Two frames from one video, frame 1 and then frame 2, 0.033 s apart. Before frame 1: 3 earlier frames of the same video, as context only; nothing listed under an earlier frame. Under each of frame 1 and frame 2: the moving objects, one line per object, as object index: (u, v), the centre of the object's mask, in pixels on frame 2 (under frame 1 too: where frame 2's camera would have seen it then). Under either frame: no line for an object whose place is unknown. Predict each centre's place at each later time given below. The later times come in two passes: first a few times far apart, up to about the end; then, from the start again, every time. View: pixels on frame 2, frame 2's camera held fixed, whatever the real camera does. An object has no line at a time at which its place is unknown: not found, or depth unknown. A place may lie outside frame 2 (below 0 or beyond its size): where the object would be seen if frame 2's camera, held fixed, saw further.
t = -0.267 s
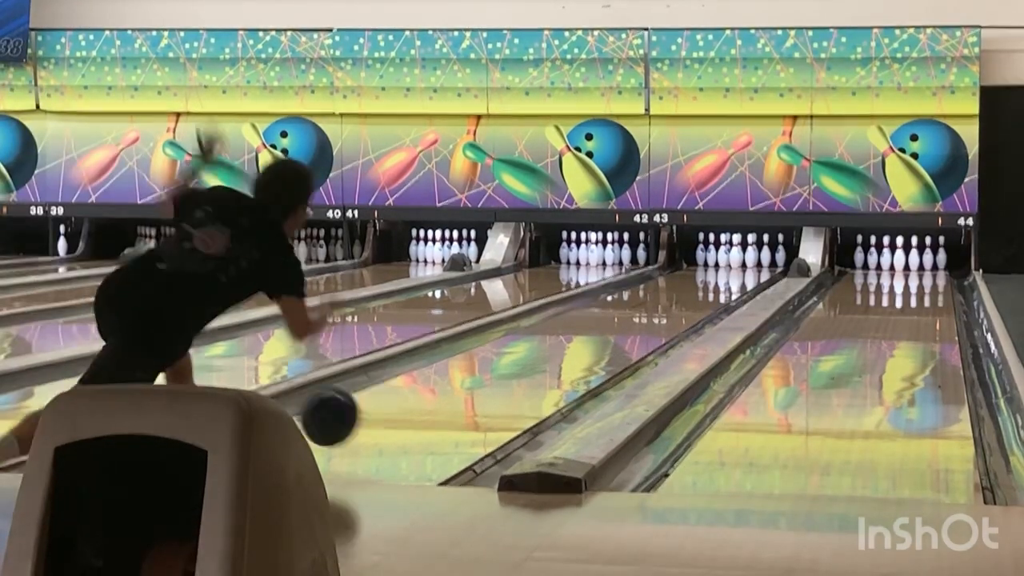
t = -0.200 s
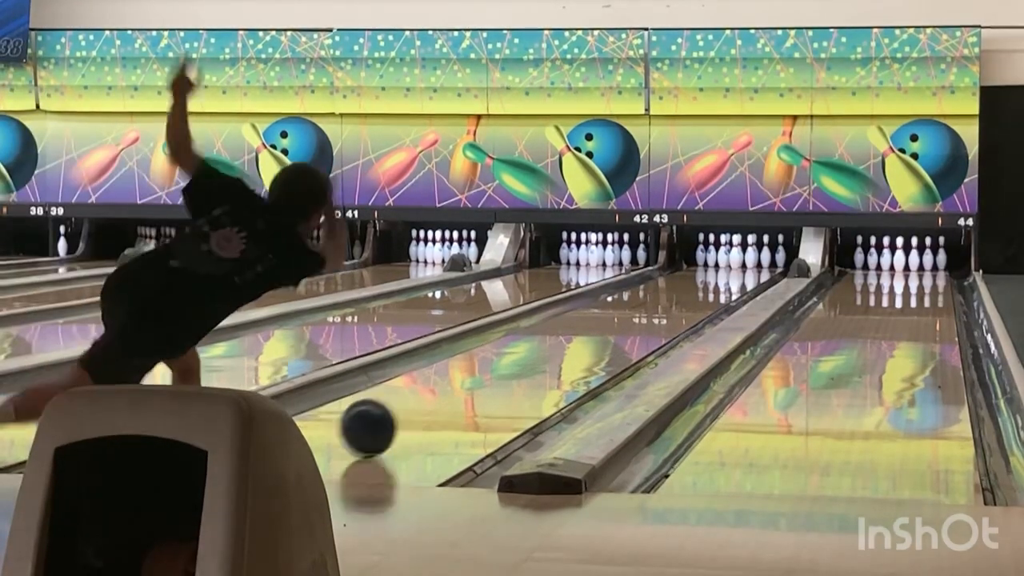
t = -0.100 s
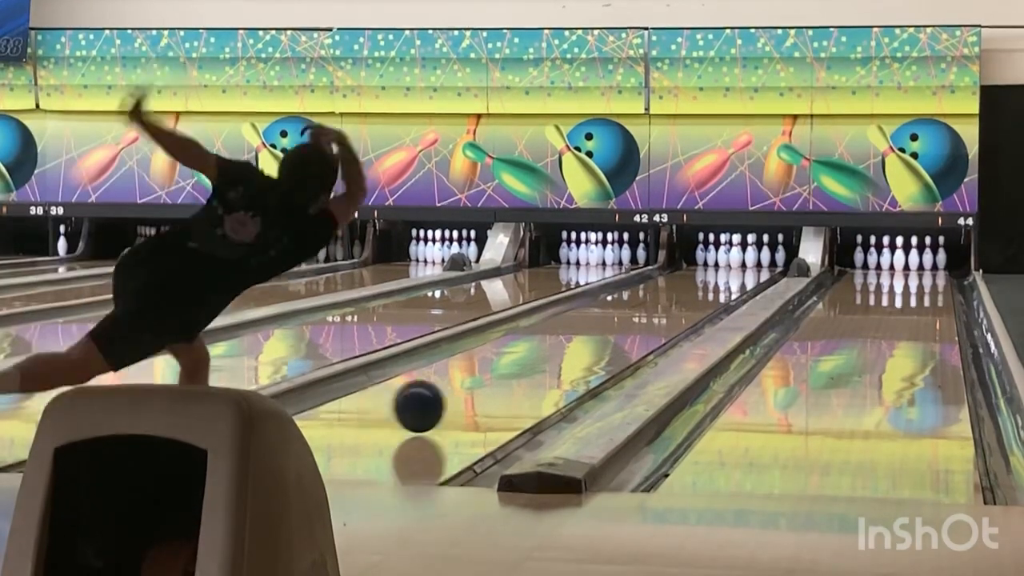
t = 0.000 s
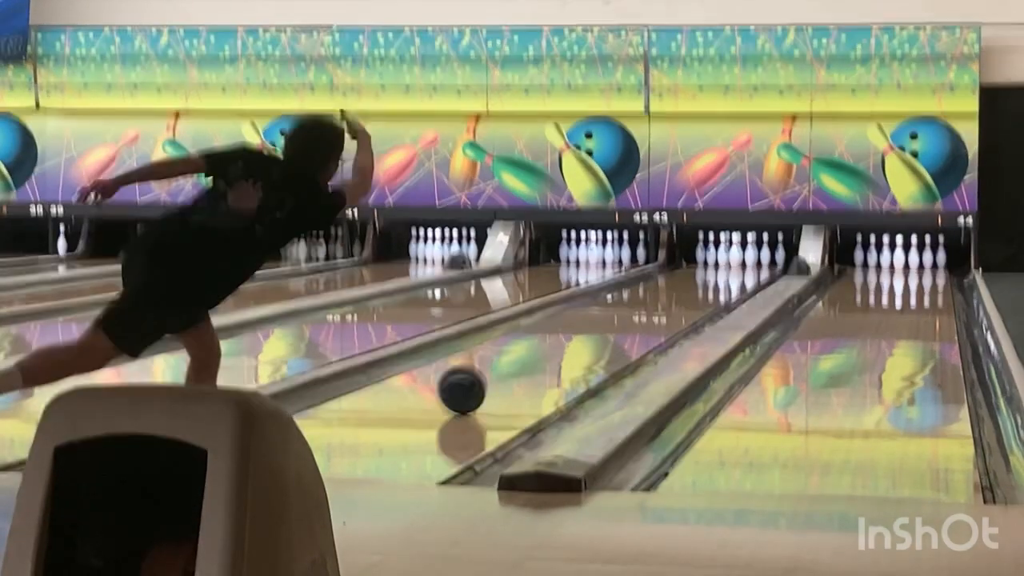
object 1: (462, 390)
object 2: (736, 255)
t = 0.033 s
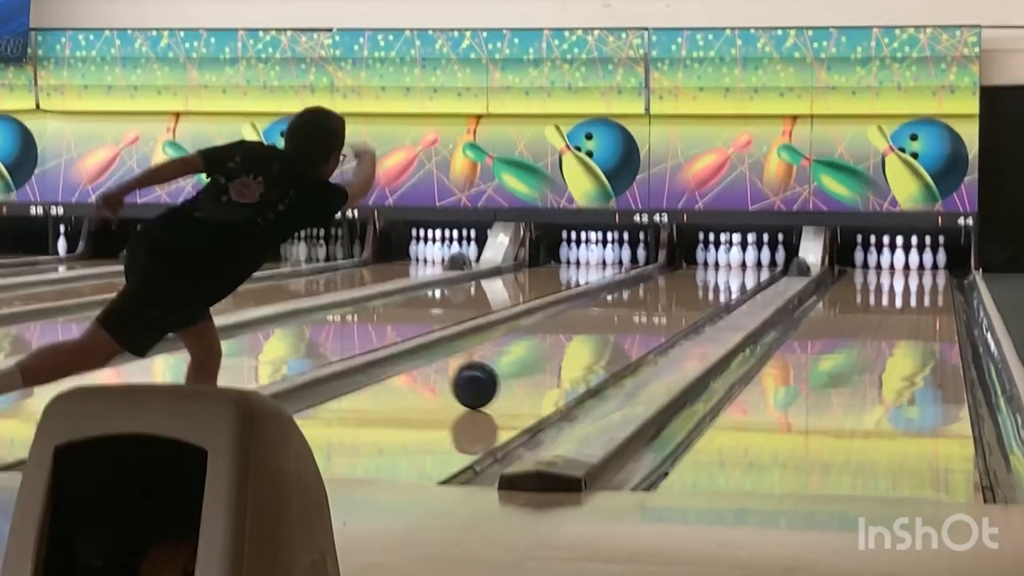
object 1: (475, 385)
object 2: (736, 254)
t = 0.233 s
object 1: (541, 359)
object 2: (736, 255)
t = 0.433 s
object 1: (591, 339)
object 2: (736, 253)
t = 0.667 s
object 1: (636, 321)
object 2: (736, 253)
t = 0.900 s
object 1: (671, 306)
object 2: (736, 253)
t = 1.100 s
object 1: (694, 295)
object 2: (736, 253)
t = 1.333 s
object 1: (714, 285)
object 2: (736, 253)
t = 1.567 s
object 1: (729, 277)
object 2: (736, 253)
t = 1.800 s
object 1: (739, 270)
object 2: (736, 251)
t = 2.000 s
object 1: (743, 265)
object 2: (735, 251)
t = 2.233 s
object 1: (744, 260)
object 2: (734, 251)
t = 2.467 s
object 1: (753, 258)
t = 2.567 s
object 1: (754, 258)
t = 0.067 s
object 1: (487, 380)
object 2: (736, 254)
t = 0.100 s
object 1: (499, 376)
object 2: (736, 255)
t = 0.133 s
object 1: (510, 371)
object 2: (736, 255)
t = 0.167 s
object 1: (521, 367)
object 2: (736, 255)
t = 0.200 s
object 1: (531, 362)
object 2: (736, 255)
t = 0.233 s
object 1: (541, 359)
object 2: (736, 255)
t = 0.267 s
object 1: (550, 355)
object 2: (736, 255)
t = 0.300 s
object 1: (558, 352)
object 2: (736, 255)
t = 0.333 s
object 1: (567, 349)
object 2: (736, 255)
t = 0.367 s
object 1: (575, 345)
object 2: (736, 253)
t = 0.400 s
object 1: (584, 342)
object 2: (736, 253)
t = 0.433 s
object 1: (591, 339)
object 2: (736, 253)
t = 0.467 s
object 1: (599, 336)
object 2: (736, 253)
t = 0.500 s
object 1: (605, 333)
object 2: (736, 253)
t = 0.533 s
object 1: (612, 331)
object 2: (736, 253)
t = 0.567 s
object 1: (618, 328)
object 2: (736, 253)
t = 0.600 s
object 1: (624, 326)
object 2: (736, 253)
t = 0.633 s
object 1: (631, 323)
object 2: (736, 253)
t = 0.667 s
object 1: (636, 321)
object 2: (736, 253)
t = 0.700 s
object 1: (642, 318)
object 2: (736, 253)
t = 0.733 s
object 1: (647, 316)
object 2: (736, 253)
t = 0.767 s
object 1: (653, 314)
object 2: (736, 253)
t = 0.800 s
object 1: (657, 312)
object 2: (736, 253)
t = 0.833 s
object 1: (662, 310)
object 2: (736, 253)
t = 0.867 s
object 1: (666, 308)
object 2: (736, 253)
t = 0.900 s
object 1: (671, 306)
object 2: (736, 253)
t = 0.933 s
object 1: (675, 304)
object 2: (736, 253)
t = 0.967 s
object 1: (679, 302)
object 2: (736, 253)
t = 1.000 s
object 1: (683, 300)
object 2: (736, 253)
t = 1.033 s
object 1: (687, 298)
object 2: (736, 253)
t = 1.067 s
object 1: (690, 297)
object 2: (736, 253)
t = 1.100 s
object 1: (694, 295)
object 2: (736, 253)
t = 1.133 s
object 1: (697, 293)
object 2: (736, 253)
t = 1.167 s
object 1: (701, 292)
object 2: (736, 253)
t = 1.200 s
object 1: (704, 291)
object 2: (736, 253)
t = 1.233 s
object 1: (707, 289)
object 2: (736, 253)
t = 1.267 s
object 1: (709, 288)
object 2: (736, 253)
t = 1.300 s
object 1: (712, 286)
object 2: (736, 253)
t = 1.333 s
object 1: (714, 285)
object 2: (736, 253)
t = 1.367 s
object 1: (717, 284)
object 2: (736, 253)
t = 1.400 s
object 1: (719, 283)
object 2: (736, 253)
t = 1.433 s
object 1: (721, 281)
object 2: (736, 253)
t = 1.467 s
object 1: (724, 280)
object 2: (736, 253)
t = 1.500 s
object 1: (726, 279)
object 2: (736, 253)
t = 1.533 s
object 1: (727, 278)
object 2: (736, 253)
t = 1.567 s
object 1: (729, 277)
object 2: (736, 253)
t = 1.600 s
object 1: (731, 276)
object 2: (736, 252)
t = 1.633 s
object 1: (733, 275)
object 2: (736, 252)
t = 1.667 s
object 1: (734, 274)
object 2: (736, 251)
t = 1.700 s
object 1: (736, 273)
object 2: (736, 251)
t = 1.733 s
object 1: (737, 272)
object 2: (736, 250)
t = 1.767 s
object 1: (738, 271)
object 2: (736, 250)
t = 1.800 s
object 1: (739, 270)
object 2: (736, 251)
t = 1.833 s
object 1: (740, 269)
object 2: (735, 251)
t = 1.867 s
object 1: (741, 269)
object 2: (735, 251)
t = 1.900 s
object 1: (741, 268)
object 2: (735, 250)
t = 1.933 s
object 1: (742, 267)
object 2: (735, 251)
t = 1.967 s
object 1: (743, 266)
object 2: (735, 251)
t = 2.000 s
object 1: (743, 265)
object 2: (735, 251)
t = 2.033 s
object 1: (744, 264)
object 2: (735, 251)
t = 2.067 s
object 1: (744, 263)
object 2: (734, 251)
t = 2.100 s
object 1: (744, 263)
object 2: (734, 251)
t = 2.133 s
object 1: (744, 262)
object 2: (734, 251)
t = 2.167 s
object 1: (744, 261)
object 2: (734, 251)
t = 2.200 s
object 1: (745, 260)
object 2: (735, 251)
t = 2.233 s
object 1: (744, 260)
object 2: (734, 251)
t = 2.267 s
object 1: (745, 259)
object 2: (731, 251)
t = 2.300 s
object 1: (747, 259)
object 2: (716, 253)
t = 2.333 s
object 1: (749, 259)
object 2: (701, 255)
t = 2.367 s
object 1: (751, 258)
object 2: (692, 256)
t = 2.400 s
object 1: (752, 258)
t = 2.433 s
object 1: (753, 258)
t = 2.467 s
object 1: (753, 258)
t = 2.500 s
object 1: (752, 257)
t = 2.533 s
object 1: (754, 257)
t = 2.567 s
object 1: (754, 258)
